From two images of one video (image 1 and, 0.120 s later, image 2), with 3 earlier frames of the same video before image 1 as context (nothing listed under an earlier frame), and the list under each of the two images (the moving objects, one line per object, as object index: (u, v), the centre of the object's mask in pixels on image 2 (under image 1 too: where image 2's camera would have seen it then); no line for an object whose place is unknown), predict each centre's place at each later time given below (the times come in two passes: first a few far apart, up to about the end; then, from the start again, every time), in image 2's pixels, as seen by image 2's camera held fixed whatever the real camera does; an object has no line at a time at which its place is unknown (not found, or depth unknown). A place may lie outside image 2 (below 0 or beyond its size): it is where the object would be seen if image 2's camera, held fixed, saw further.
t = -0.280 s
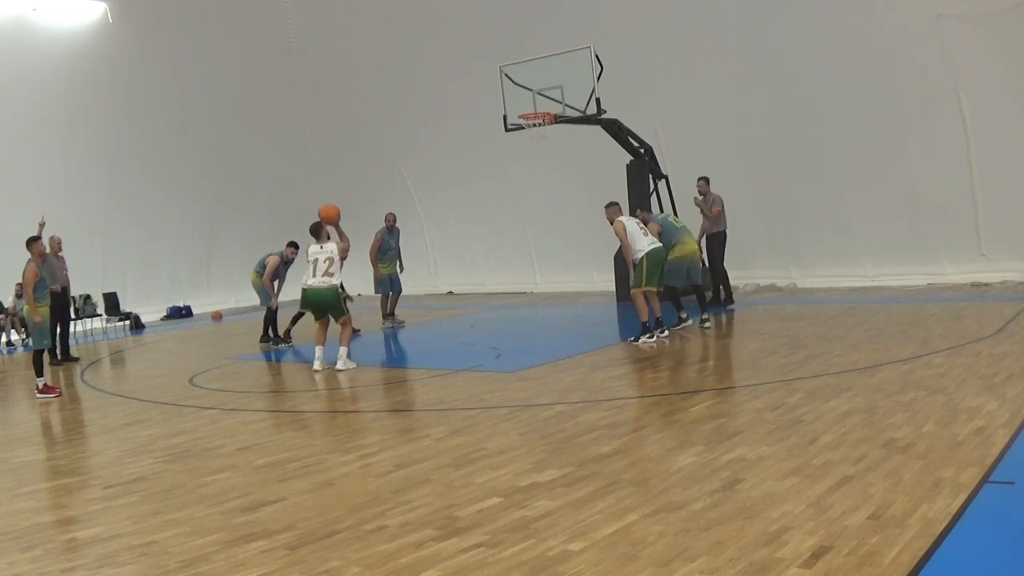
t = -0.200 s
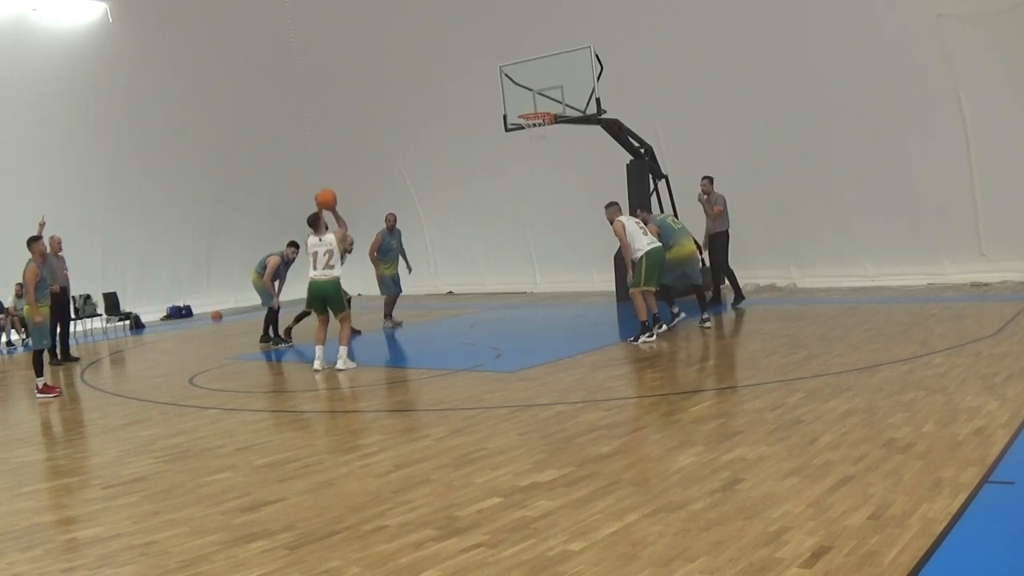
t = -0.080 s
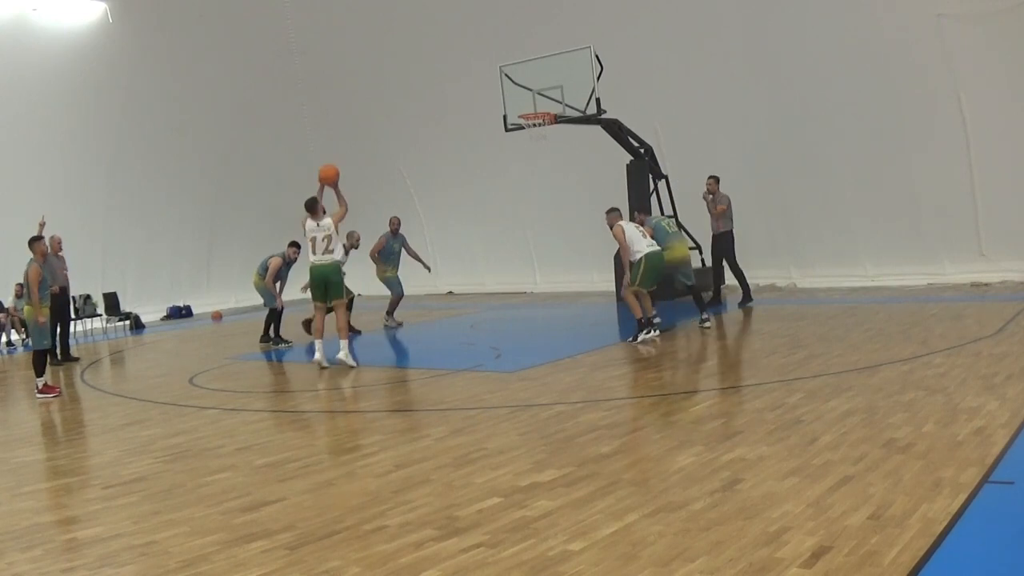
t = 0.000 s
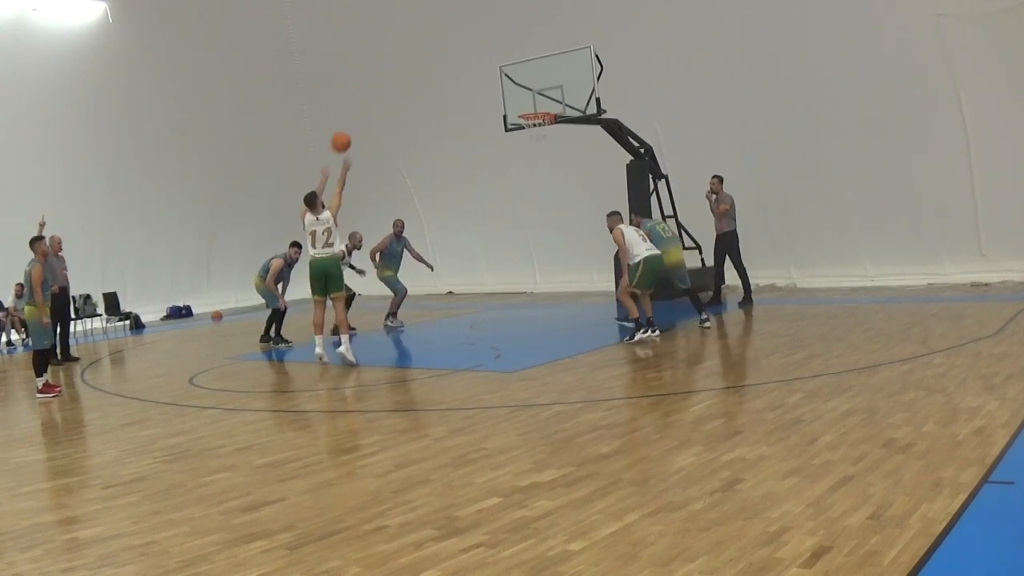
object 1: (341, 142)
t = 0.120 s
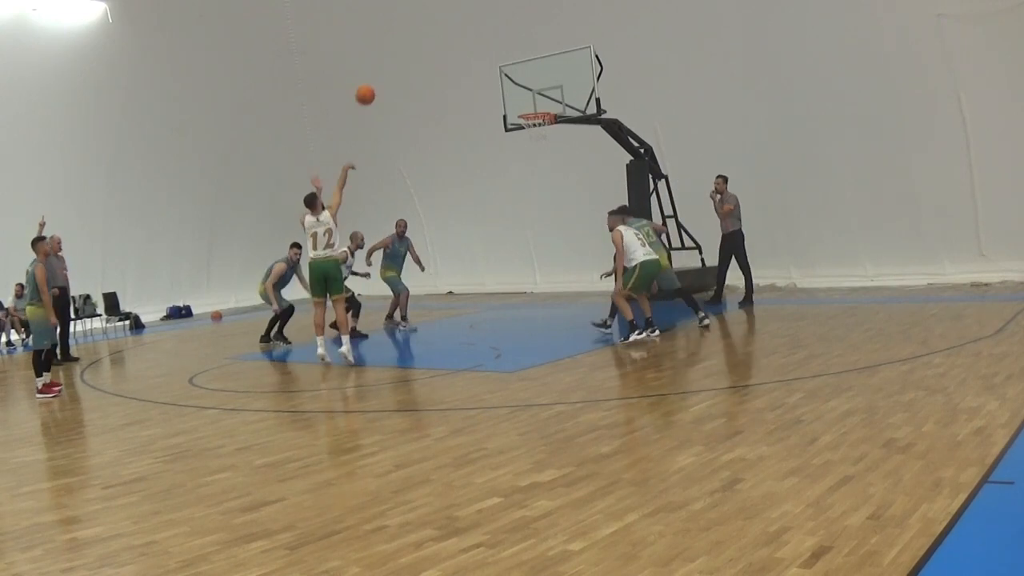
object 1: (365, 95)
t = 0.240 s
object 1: (389, 62)
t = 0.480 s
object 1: (435, 33)
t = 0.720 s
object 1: (478, 46)
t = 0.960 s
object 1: (520, 95)
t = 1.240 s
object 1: (544, 143)
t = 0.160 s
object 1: (373, 82)
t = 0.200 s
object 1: (381, 72)
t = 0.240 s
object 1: (389, 62)
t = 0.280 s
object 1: (397, 54)
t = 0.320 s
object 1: (405, 47)
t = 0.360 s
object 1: (412, 41)
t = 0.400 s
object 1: (420, 37)
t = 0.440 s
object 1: (427, 35)
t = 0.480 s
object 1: (435, 33)
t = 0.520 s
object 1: (442, 32)
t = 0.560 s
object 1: (449, 33)
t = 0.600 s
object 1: (457, 35)
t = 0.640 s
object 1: (464, 37)
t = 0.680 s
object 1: (471, 41)
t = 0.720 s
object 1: (478, 46)
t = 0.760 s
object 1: (485, 52)
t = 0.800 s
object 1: (492, 58)
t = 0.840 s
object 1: (499, 66)
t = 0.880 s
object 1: (506, 75)
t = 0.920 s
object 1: (513, 85)
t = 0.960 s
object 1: (520, 95)
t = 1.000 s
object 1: (527, 106)
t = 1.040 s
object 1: (532, 119)
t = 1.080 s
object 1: (540, 131)
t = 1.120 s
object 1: (541, 132)
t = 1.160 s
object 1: (542, 135)
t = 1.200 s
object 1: (543, 139)
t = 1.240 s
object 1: (544, 143)
